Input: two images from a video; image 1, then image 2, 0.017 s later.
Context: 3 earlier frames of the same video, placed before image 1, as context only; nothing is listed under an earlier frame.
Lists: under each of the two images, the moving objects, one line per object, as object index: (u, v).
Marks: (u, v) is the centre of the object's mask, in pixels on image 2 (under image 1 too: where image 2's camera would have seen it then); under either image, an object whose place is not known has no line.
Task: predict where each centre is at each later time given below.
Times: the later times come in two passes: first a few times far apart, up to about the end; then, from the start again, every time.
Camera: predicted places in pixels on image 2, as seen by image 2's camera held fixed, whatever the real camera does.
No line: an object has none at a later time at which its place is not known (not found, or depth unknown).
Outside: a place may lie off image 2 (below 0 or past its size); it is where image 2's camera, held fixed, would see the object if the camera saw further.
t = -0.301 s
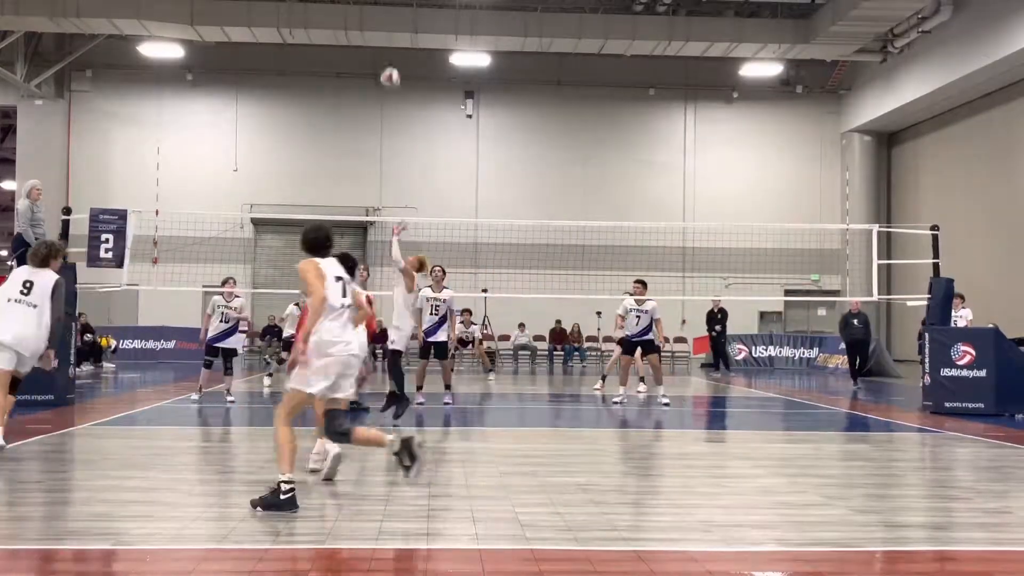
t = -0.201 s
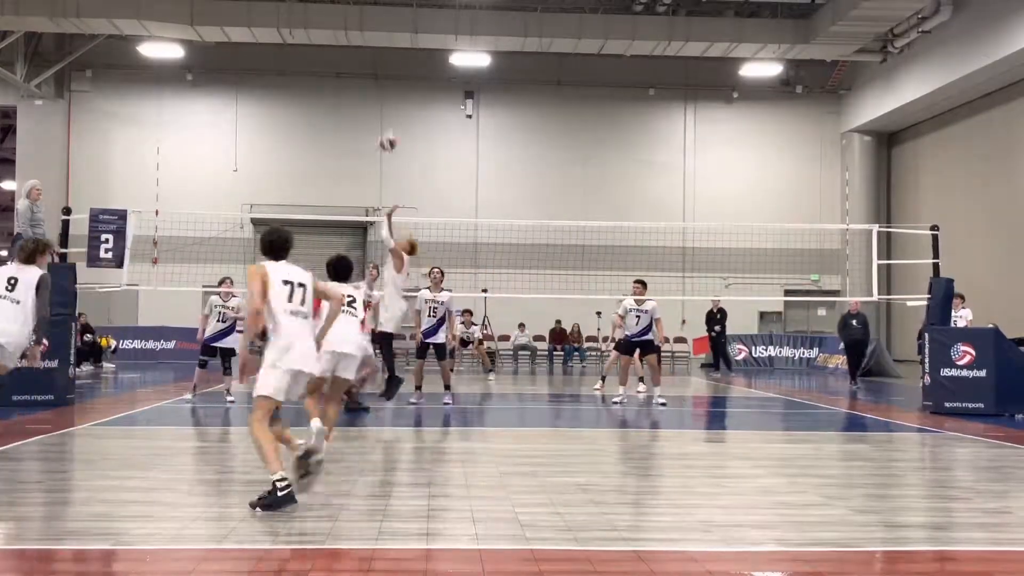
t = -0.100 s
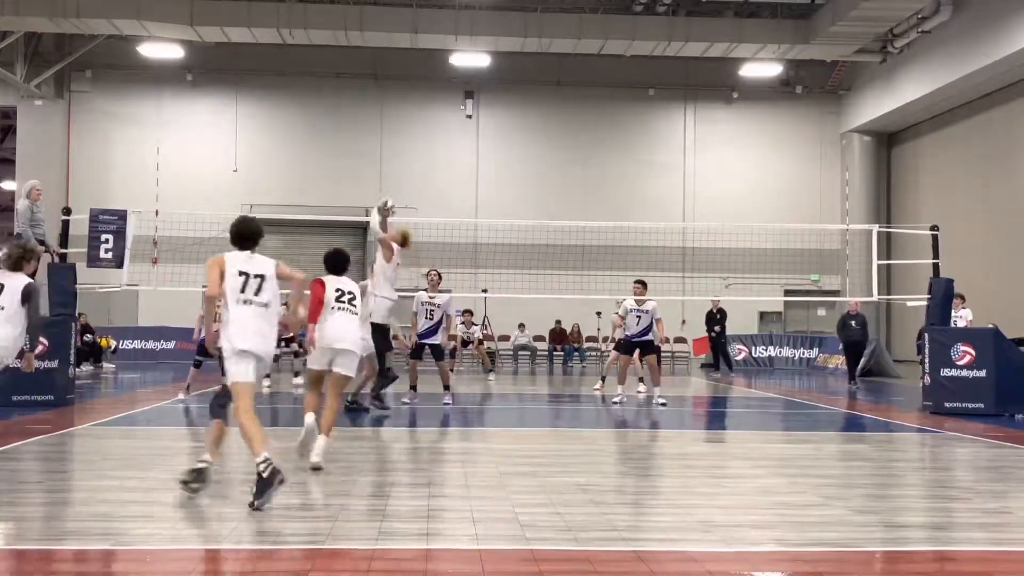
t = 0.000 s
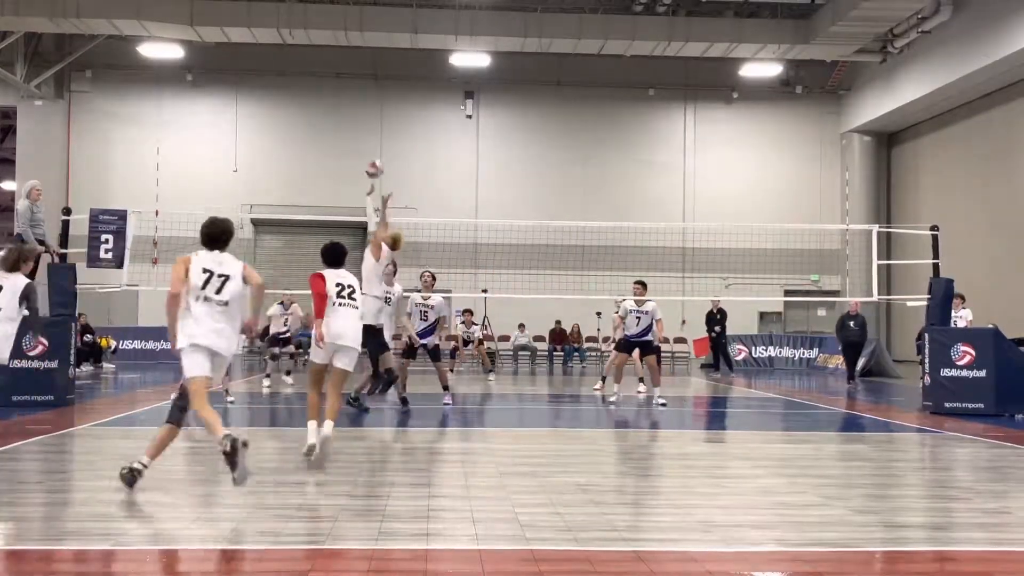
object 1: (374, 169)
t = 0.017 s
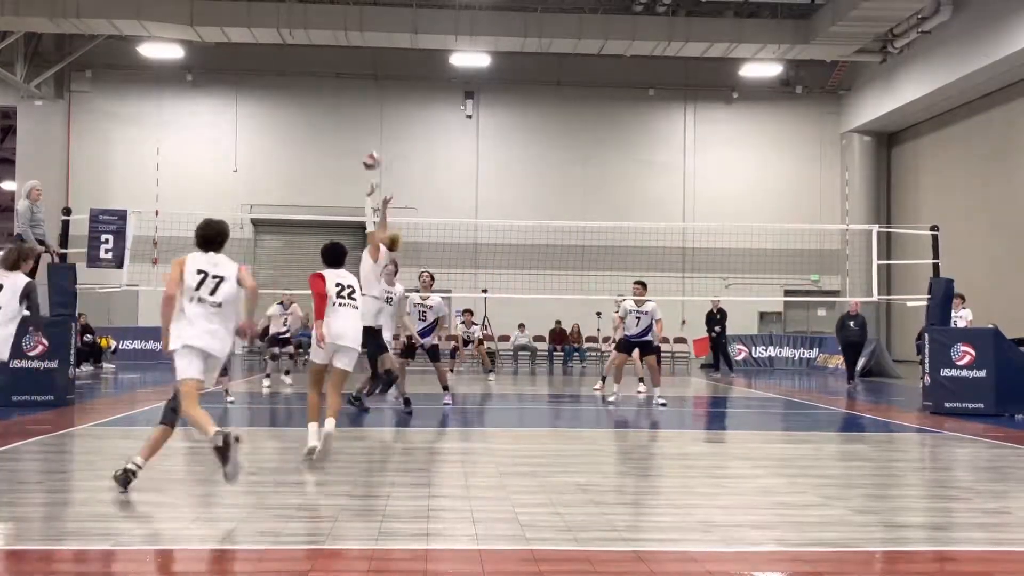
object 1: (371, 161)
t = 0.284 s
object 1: (327, 60)
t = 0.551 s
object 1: (284, 25)
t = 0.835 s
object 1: (241, 55)
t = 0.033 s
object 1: (369, 152)
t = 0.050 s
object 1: (366, 144)
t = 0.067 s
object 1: (363, 136)
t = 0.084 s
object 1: (359, 128)
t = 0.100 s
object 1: (358, 121)
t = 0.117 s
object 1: (355, 113)
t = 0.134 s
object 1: (351, 107)
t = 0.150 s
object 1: (348, 101)
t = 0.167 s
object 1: (346, 95)
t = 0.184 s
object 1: (343, 89)
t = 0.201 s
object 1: (340, 84)
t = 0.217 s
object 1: (338, 78)
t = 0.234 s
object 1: (335, 74)
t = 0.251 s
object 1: (332, 69)
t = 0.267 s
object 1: (329, 64)
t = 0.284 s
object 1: (327, 60)
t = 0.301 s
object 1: (324, 56)
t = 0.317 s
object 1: (322, 52)
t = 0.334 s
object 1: (319, 48)
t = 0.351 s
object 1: (316, 45)
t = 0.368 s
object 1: (314, 42)
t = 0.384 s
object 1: (312, 39)
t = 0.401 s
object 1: (309, 37)
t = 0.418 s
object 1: (306, 34)
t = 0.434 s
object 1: (304, 32)
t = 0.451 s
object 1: (300, 31)
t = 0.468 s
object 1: (298, 29)
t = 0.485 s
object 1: (295, 28)
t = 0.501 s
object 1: (293, 27)
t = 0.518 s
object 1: (289, 26)
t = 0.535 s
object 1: (287, 26)
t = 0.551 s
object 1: (284, 25)
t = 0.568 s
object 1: (282, 25)
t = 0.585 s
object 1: (279, 24)
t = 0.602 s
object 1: (277, 25)
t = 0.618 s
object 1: (274, 25)
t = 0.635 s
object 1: (272, 26)
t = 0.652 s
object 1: (269, 27)
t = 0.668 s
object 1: (266, 29)
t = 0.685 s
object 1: (264, 31)
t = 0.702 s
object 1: (261, 32)
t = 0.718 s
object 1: (259, 34)
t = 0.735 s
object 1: (256, 37)
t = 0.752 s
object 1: (255, 40)
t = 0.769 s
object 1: (252, 43)
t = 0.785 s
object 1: (248, 46)
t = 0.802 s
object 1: (246, 48)
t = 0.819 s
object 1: (243, 51)
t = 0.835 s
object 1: (241, 55)
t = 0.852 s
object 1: (239, 59)
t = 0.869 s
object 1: (236, 62)
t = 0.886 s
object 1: (234, 67)
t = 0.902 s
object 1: (231, 71)
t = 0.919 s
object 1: (228, 76)
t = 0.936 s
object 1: (226, 80)
